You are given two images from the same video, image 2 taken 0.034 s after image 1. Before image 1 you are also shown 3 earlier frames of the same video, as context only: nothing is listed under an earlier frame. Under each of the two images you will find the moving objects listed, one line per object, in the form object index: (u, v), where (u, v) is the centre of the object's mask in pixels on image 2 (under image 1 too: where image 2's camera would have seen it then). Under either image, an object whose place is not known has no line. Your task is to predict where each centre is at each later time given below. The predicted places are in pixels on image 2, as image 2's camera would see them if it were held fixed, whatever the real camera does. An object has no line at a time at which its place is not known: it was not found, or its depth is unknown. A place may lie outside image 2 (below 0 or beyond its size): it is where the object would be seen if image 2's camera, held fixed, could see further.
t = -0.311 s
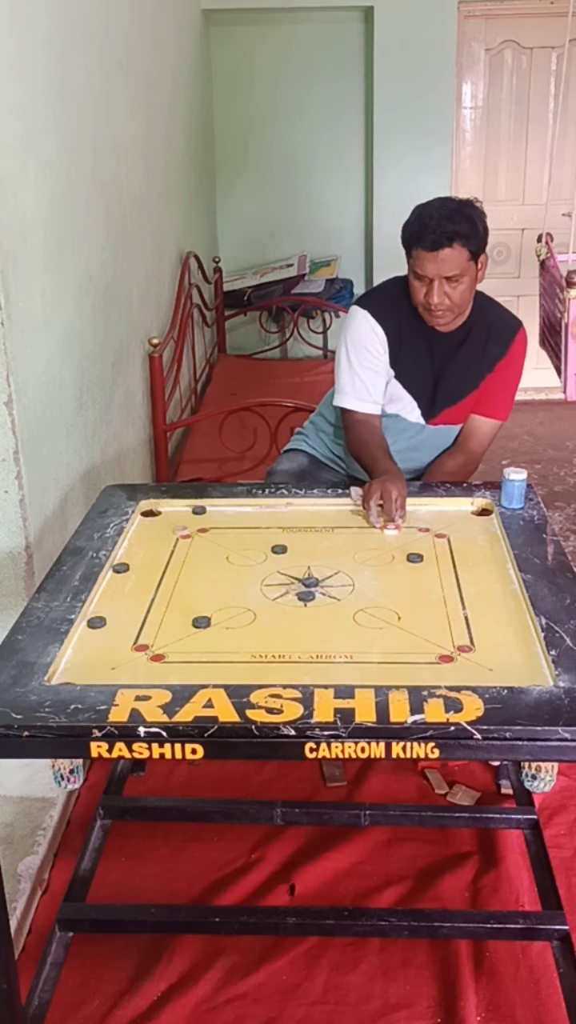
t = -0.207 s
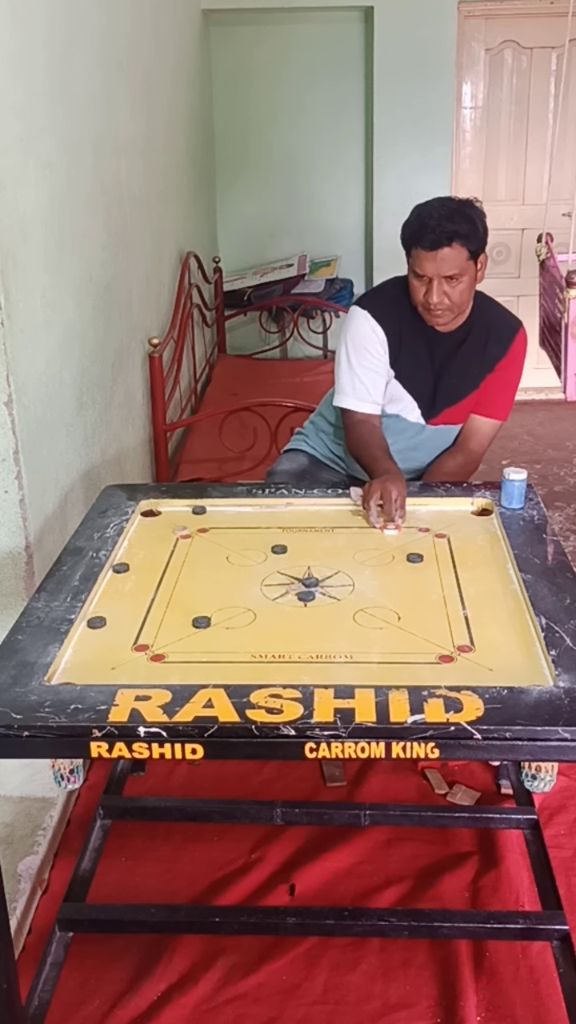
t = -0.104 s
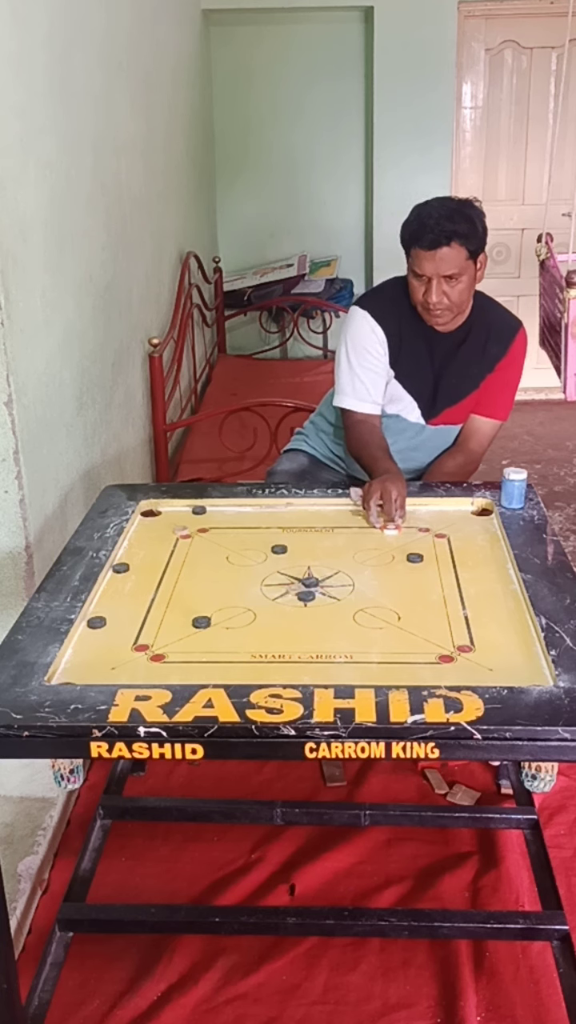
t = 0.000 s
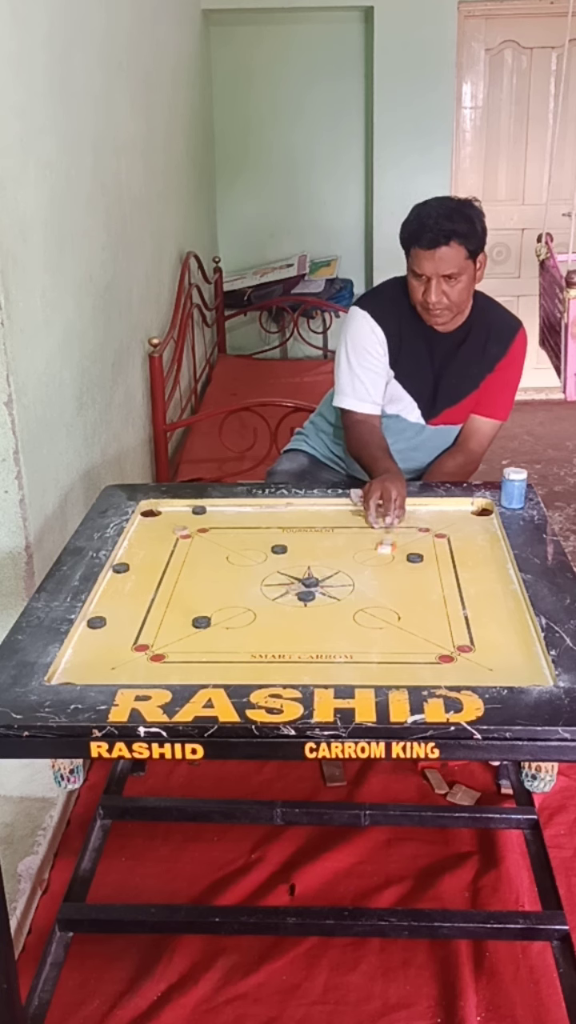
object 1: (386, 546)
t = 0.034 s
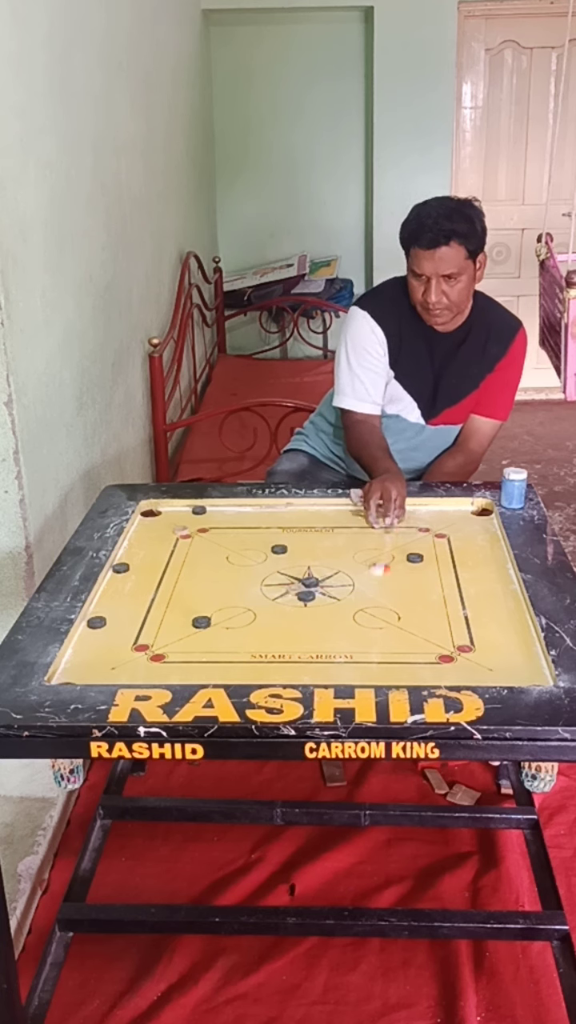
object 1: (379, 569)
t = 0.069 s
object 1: (373, 591)
